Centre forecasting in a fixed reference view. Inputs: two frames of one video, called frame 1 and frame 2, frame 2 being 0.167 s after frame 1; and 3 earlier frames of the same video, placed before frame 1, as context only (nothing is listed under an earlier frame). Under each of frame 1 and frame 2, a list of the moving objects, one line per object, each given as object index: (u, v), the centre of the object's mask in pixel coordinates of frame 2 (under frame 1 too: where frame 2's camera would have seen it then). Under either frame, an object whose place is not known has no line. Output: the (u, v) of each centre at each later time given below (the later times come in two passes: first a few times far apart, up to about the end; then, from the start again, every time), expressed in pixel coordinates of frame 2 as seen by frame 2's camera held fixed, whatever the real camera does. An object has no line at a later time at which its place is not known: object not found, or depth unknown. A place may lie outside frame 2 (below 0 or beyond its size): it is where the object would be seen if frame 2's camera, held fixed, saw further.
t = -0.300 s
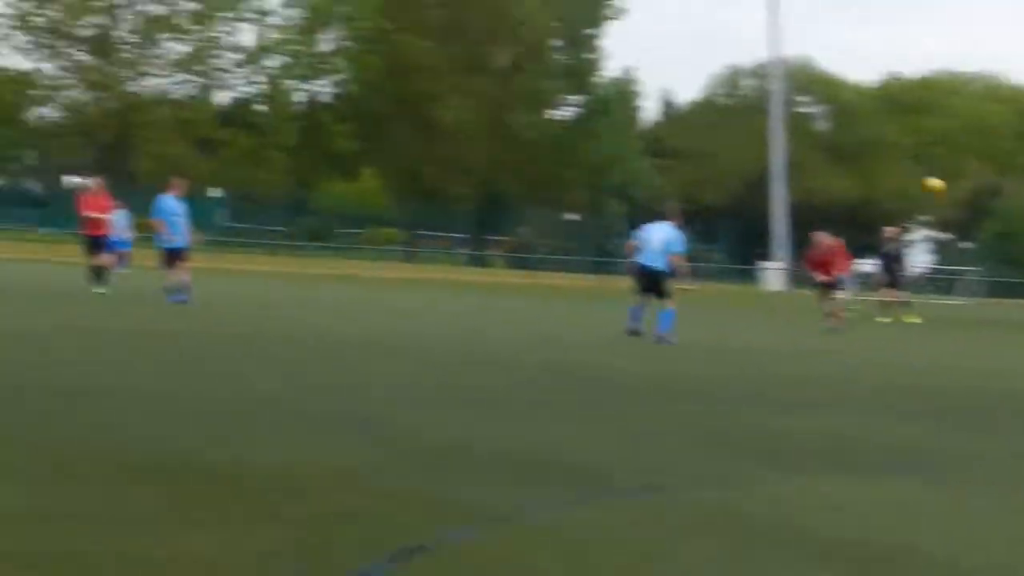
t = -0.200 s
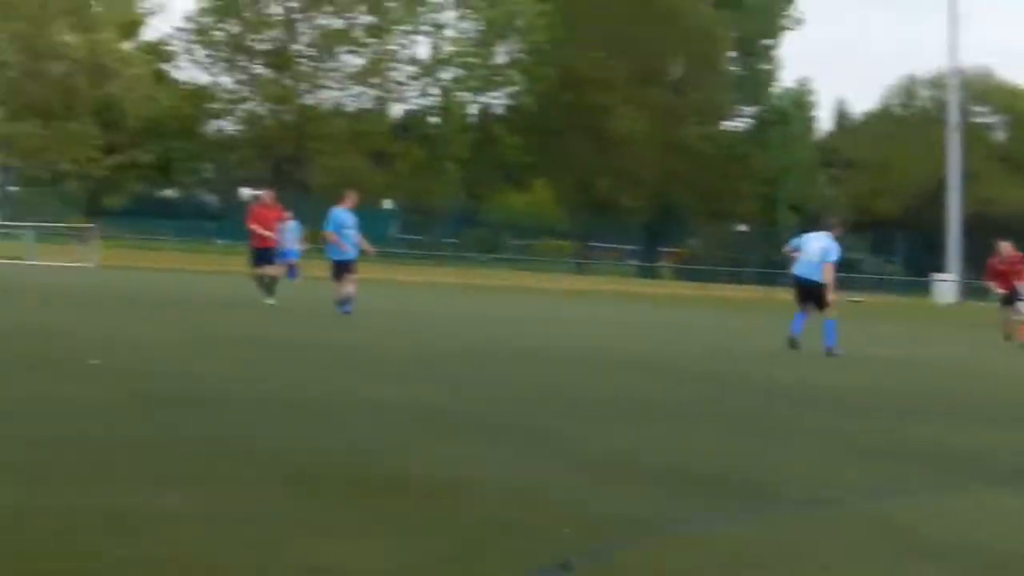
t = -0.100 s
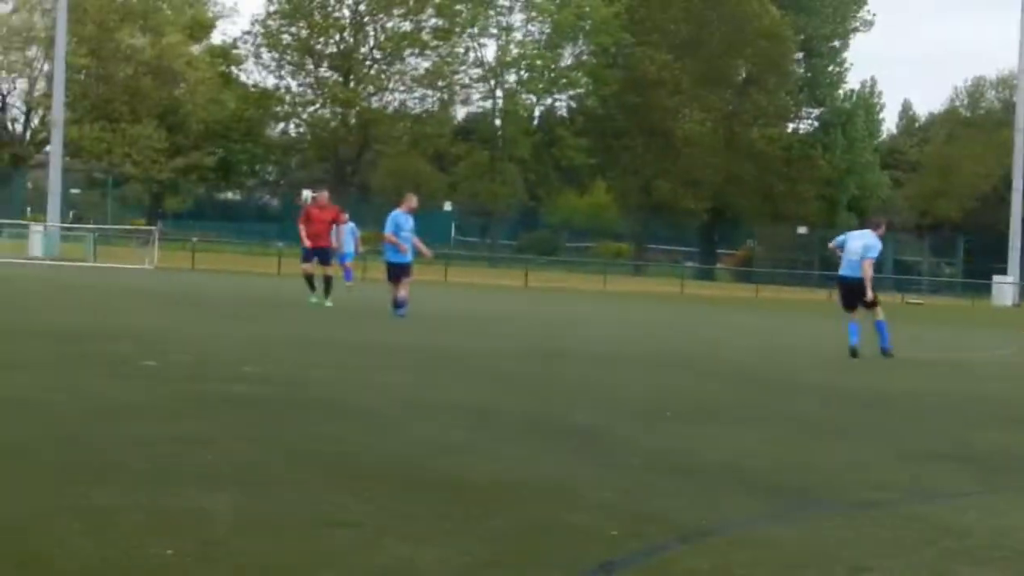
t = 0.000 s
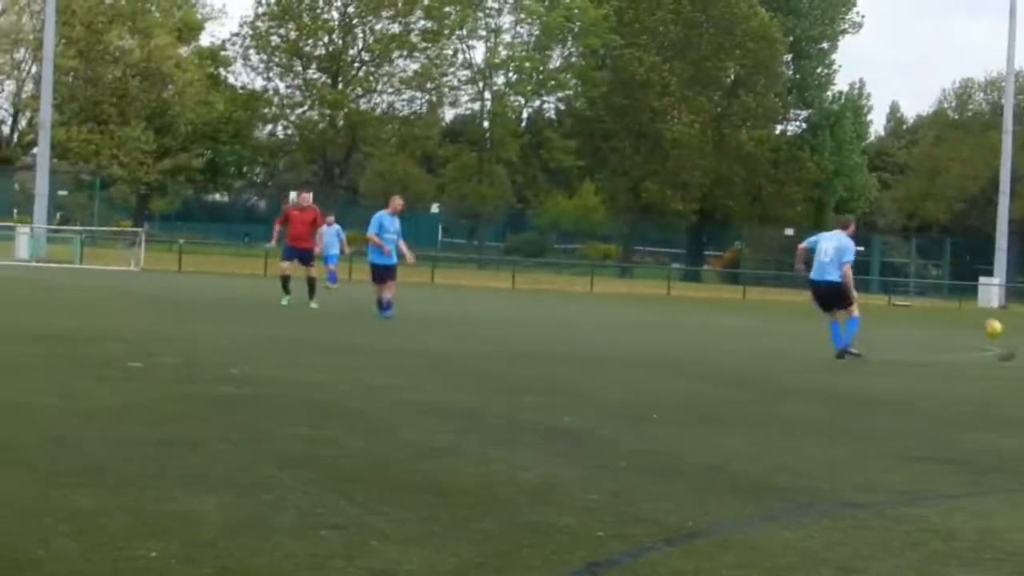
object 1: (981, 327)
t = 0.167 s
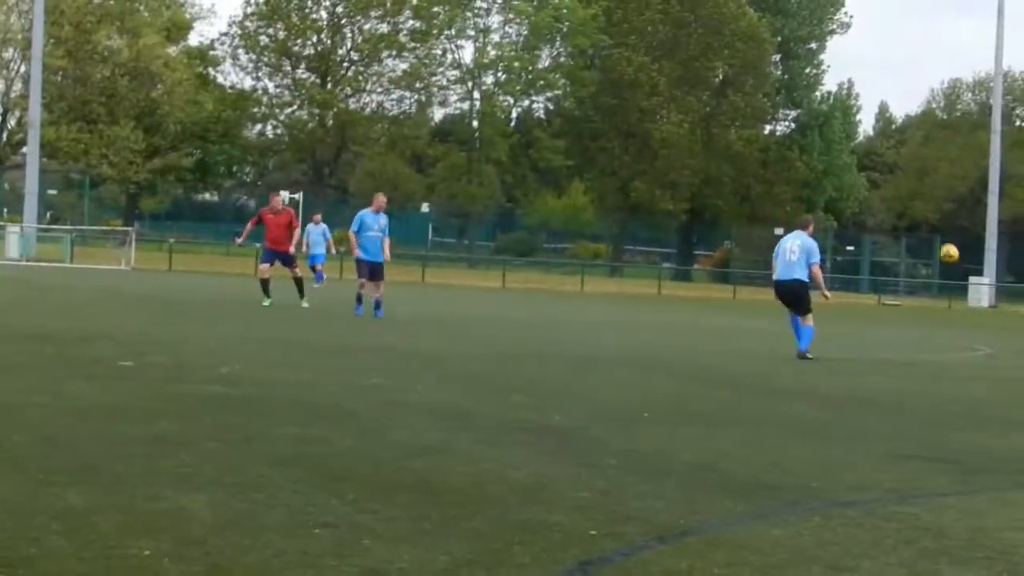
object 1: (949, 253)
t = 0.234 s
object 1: (929, 228)
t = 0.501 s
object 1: (874, 170)
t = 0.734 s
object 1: (818, 167)
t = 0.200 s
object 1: (941, 241)
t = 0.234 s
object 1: (929, 228)
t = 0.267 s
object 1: (923, 217)
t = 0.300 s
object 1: (919, 208)
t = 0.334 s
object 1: (912, 199)
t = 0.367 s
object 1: (905, 191)
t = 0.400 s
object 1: (897, 186)
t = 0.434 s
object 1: (890, 178)
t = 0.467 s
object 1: (882, 173)
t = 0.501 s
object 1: (874, 170)
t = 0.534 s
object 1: (868, 167)
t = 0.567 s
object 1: (859, 164)
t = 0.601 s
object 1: (851, 163)
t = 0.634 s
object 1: (843, 163)
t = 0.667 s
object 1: (835, 163)
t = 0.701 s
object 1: (827, 165)
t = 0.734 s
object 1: (818, 167)
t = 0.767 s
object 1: (810, 172)
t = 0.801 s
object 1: (801, 177)
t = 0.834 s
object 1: (793, 183)
